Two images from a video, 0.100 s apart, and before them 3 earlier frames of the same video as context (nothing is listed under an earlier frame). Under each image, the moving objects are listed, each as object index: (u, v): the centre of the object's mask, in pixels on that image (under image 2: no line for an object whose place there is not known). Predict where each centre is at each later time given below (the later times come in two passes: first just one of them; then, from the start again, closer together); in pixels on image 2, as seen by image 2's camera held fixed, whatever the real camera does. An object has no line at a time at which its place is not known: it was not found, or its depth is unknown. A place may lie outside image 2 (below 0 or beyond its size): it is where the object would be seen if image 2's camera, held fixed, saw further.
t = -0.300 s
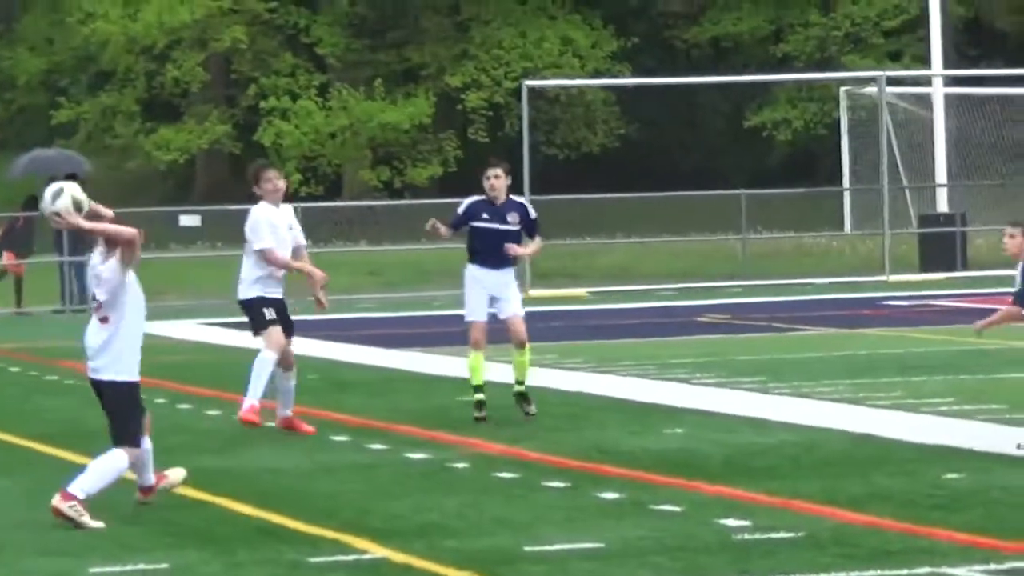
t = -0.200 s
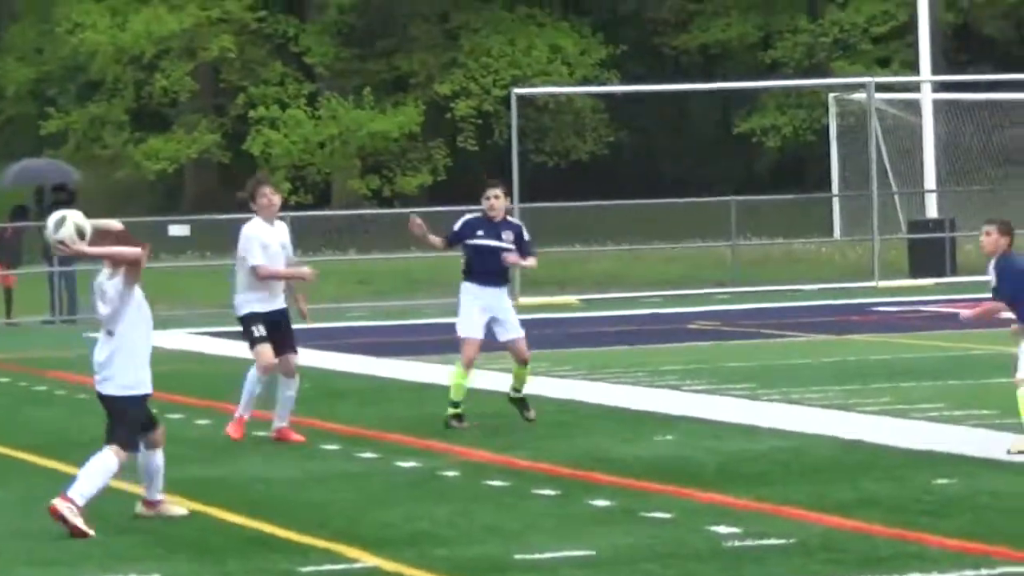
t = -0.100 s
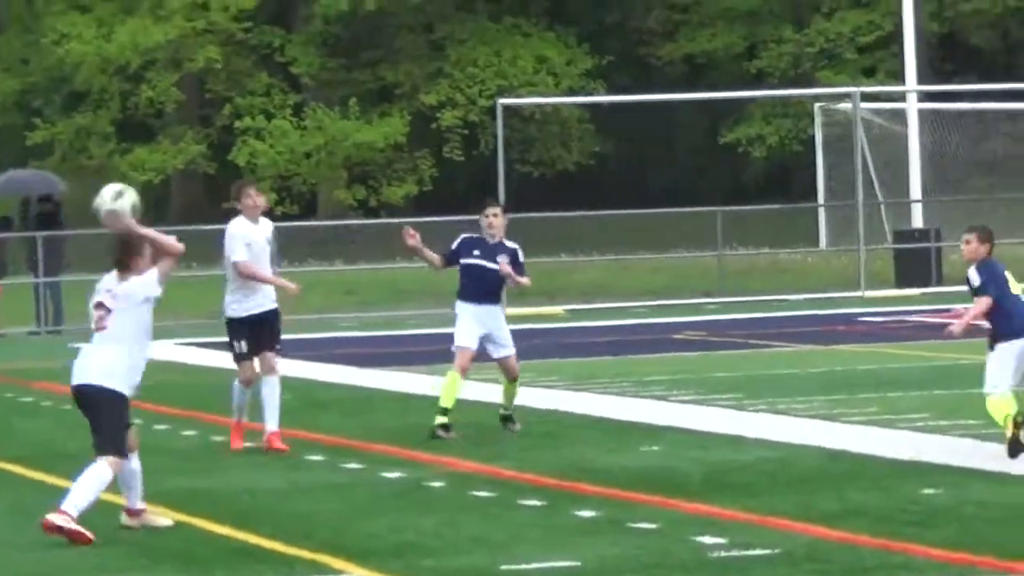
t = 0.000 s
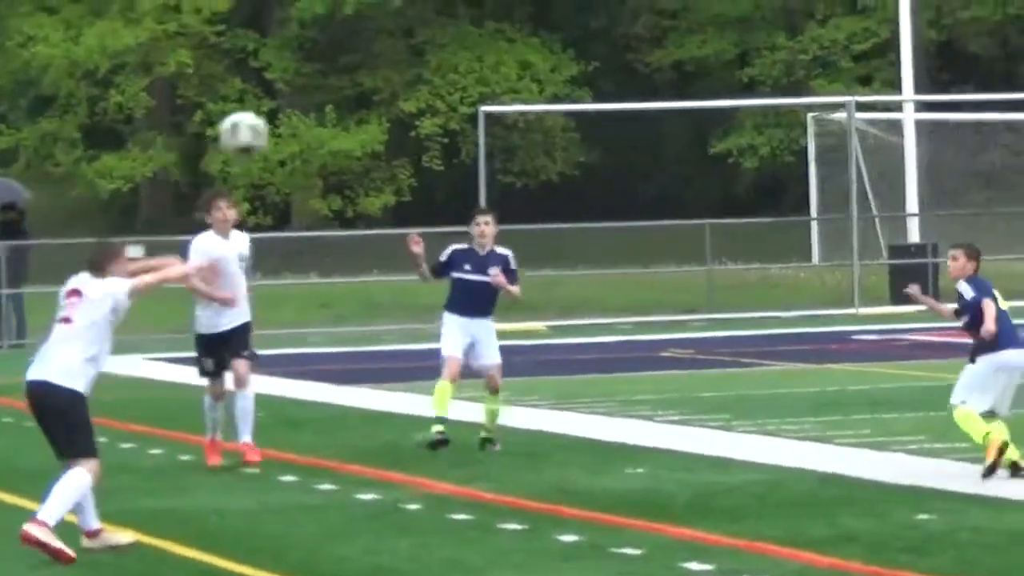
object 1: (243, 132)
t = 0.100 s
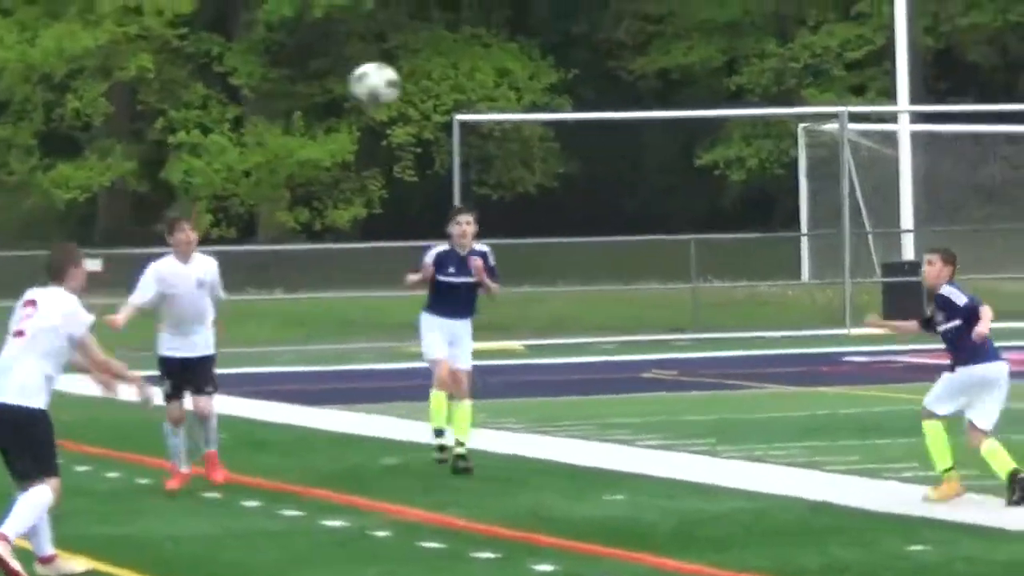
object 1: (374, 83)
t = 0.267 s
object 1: (628, 40)
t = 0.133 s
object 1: (428, 70)
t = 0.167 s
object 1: (481, 58)
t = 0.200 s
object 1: (531, 49)
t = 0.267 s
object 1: (628, 40)
